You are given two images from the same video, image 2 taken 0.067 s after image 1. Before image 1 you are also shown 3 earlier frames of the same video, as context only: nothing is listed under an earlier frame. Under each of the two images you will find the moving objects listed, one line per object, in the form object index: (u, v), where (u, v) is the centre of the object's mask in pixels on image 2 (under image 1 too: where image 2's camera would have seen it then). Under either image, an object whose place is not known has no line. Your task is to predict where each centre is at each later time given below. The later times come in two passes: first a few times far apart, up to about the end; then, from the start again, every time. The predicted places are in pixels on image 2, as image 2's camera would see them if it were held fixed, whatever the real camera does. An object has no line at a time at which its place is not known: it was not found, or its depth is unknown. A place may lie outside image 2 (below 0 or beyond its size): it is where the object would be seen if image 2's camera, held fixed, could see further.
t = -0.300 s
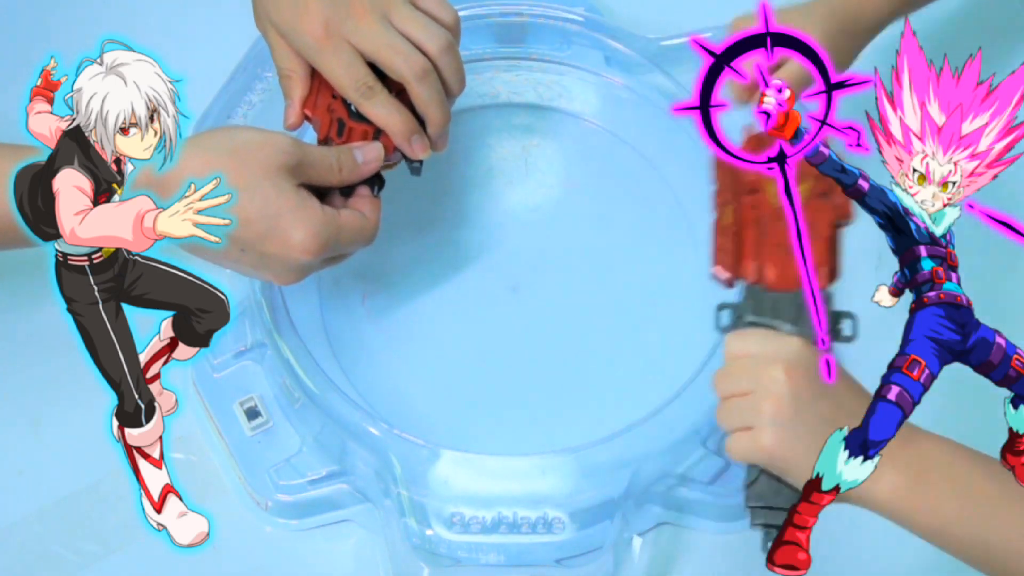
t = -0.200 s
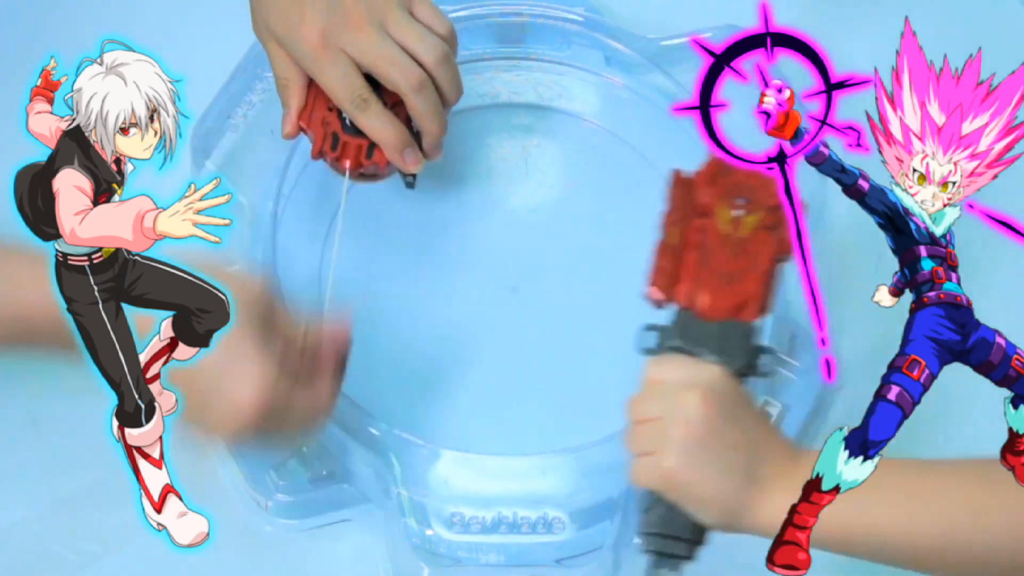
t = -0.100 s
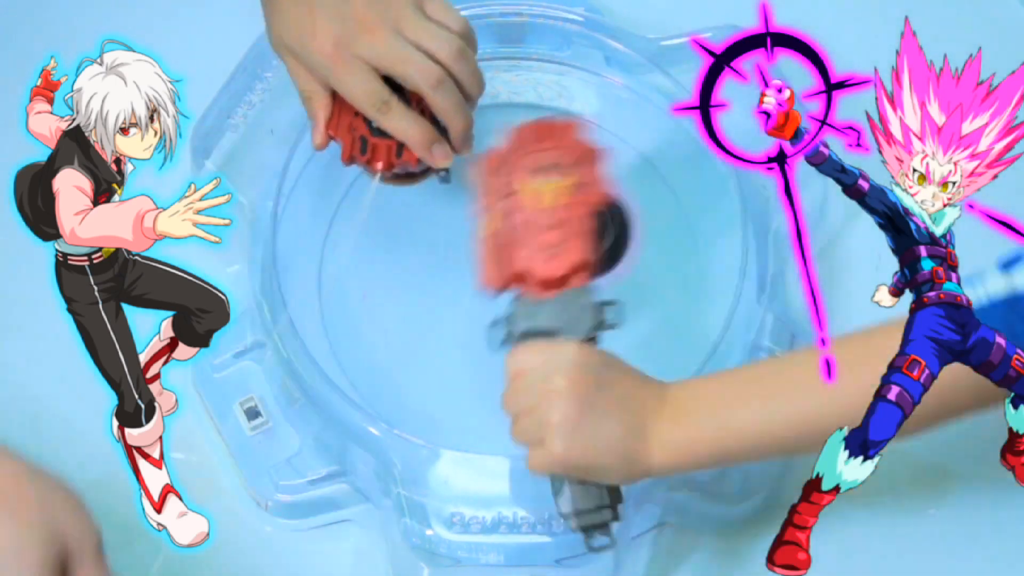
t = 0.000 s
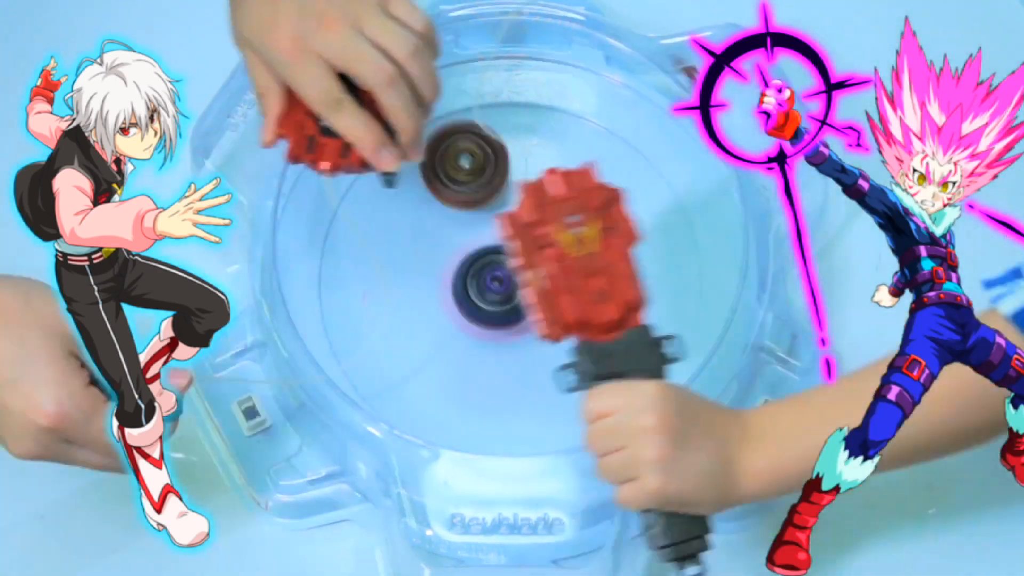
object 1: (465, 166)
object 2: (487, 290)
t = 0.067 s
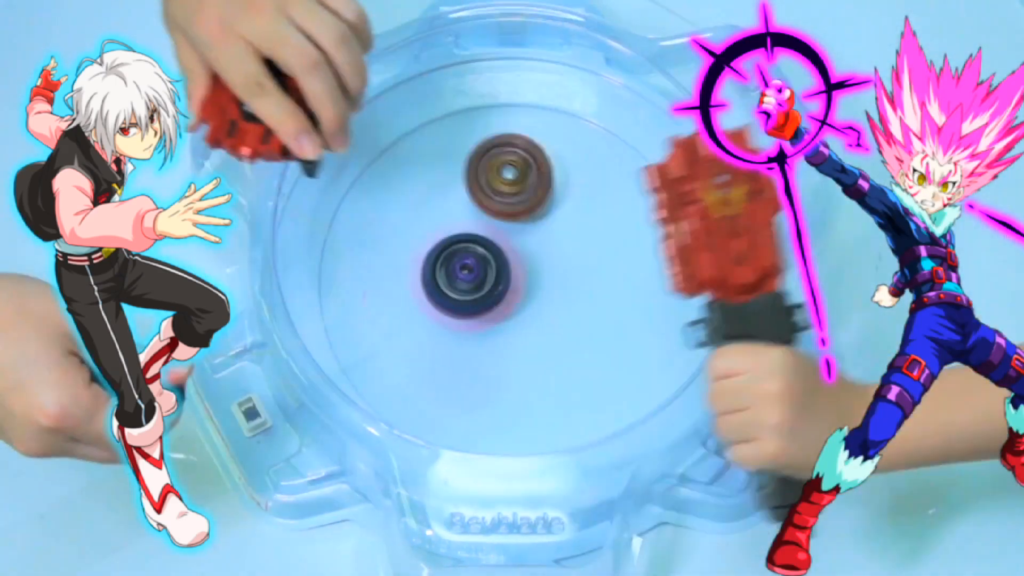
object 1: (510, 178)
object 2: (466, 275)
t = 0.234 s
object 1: (630, 250)
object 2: (448, 281)
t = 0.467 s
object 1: (579, 402)
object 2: (532, 294)
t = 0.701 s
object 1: (363, 370)
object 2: (536, 212)
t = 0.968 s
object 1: (415, 127)
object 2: (436, 264)
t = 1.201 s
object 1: (660, 177)
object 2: (536, 358)
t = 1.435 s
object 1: (616, 380)
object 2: (430, 260)
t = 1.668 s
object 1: (340, 339)
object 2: (340, 253)
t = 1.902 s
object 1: (330, 355)
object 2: (516, 136)
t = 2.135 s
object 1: (393, 260)
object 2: (621, 257)
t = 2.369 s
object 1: (538, 242)
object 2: (555, 361)
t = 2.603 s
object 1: (621, 357)
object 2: (510, 345)
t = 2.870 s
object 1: (522, 423)
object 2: (445, 234)
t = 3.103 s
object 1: (433, 338)
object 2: (387, 242)
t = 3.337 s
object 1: (534, 295)
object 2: (378, 233)
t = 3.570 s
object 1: (614, 296)
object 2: (444, 259)
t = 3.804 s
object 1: (624, 318)
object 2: (521, 246)
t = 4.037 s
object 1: (559, 305)
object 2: (551, 205)
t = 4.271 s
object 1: (498, 274)
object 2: (549, 195)
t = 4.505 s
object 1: (462, 241)
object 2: (549, 205)
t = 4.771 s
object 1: (459, 220)
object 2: (550, 238)
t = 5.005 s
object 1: (494, 207)
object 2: (551, 279)
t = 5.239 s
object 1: (503, 245)
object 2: (543, 323)
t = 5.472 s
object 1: (471, 269)
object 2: (531, 339)
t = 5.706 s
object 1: (434, 275)
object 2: (509, 330)
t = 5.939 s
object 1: (417, 258)
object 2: (497, 307)
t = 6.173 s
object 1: (419, 238)
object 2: (505, 281)
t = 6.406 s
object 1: (431, 231)
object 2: (524, 254)
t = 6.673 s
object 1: (450, 251)
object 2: (545, 236)
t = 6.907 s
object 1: (473, 283)
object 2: (553, 236)
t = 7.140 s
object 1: (481, 318)
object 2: (548, 250)
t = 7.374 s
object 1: (485, 345)
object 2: (533, 269)
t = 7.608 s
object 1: (496, 363)
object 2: (515, 277)
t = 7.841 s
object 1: (514, 363)
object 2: (496, 277)
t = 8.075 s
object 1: (537, 342)
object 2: (483, 270)
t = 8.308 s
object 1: (565, 313)
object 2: (481, 265)
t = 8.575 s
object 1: (584, 276)
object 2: (490, 265)
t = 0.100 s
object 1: (535, 187)
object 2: (452, 279)
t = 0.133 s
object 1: (562, 197)
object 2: (444, 278)
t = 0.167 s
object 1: (588, 211)
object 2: (441, 278)
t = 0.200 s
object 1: (612, 229)
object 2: (443, 278)
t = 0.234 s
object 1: (630, 250)
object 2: (448, 281)
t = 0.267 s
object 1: (643, 272)
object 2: (455, 285)
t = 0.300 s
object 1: (648, 295)
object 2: (466, 290)
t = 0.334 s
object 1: (647, 318)
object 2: (478, 295)
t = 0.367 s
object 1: (640, 342)
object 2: (492, 299)
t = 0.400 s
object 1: (626, 364)
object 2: (507, 300)
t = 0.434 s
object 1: (605, 385)
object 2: (520, 299)
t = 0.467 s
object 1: (579, 402)
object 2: (532, 294)
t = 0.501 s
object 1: (549, 413)
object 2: (542, 286)
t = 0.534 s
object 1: (517, 419)
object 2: (550, 275)
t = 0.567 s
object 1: (484, 420)
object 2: (555, 264)
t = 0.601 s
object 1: (452, 415)
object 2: (556, 250)
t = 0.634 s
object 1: (418, 410)
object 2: (553, 237)
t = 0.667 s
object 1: (393, 389)
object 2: (547, 224)
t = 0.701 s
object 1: (363, 370)
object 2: (536, 212)
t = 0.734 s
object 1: (348, 340)
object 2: (522, 203)
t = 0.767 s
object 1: (336, 309)
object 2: (507, 199)
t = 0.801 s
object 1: (329, 276)
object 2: (490, 197)
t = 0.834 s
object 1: (332, 243)
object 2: (472, 201)
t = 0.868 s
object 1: (343, 209)
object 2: (458, 209)
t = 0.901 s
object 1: (358, 178)
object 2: (445, 222)
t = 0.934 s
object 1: (383, 151)
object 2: (438, 242)
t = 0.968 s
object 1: (415, 127)
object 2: (436, 264)
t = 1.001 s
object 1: (450, 111)
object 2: (439, 287)
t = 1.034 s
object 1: (489, 104)
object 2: (446, 308)
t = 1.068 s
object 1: (529, 103)
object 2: (459, 326)
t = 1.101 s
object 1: (568, 111)
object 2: (474, 340)
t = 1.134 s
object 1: (605, 127)
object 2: (492, 351)
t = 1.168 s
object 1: (635, 149)
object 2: (513, 357)
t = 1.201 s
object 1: (660, 177)
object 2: (536, 358)
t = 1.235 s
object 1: (679, 209)
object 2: (559, 353)
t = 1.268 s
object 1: (689, 245)
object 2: (583, 343)
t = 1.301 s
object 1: (691, 284)
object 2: (603, 328)
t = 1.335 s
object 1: (723, 308)
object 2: (565, 313)
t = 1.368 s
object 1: (691, 325)
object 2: (516, 296)
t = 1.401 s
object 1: (657, 352)
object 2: (471, 277)
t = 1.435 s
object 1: (616, 380)
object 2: (430, 260)
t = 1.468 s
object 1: (573, 393)
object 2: (394, 244)
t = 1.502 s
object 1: (530, 402)
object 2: (362, 235)
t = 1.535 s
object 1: (487, 403)
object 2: (338, 229)
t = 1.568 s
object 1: (443, 397)
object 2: (330, 230)
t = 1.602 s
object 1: (404, 382)
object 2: (329, 236)
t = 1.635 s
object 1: (371, 361)
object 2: (331, 243)
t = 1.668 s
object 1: (340, 339)
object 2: (340, 253)
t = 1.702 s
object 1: (332, 344)
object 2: (355, 221)
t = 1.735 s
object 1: (328, 354)
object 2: (375, 192)
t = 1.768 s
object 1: (327, 361)
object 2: (400, 169)
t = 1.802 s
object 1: (328, 364)
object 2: (428, 151)
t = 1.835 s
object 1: (328, 364)
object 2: (458, 140)
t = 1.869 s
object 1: (329, 361)
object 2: (487, 135)
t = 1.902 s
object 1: (330, 355)
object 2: (516, 136)
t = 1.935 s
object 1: (332, 347)
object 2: (542, 142)
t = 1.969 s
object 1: (335, 337)
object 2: (566, 154)
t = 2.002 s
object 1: (341, 325)
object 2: (585, 170)
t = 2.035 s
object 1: (349, 312)
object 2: (600, 190)
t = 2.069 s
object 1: (361, 295)
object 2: (611, 211)
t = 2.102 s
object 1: (375, 277)
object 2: (618, 234)
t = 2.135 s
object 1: (393, 260)
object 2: (621, 257)
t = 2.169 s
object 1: (414, 245)
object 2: (620, 279)
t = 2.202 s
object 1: (436, 233)
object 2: (615, 300)
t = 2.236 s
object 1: (458, 226)
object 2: (607, 318)
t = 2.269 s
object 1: (479, 223)
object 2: (596, 333)
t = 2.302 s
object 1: (501, 226)
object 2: (582, 345)
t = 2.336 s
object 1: (520, 232)
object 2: (568, 354)
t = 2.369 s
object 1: (538, 242)
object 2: (555, 361)
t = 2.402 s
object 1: (555, 255)
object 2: (543, 364)
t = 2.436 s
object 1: (571, 270)
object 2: (534, 366)
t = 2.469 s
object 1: (584, 288)
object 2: (528, 364)
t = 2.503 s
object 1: (597, 305)
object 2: (521, 362)
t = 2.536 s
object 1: (610, 321)
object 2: (515, 360)
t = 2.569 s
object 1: (618, 338)
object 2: (512, 354)
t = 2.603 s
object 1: (621, 357)
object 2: (510, 345)
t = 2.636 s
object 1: (621, 374)
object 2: (509, 333)
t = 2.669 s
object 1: (615, 388)
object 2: (507, 319)
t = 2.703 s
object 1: (605, 399)
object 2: (502, 302)
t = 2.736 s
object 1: (591, 409)
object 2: (495, 286)
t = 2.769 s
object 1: (579, 424)
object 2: (485, 270)
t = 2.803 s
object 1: (558, 421)
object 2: (473, 255)
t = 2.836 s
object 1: (540, 423)
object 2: (459, 243)
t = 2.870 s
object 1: (522, 423)
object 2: (445, 234)
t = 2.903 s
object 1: (504, 421)
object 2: (431, 229)
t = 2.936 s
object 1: (486, 416)
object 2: (419, 226)
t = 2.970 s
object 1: (470, 407)
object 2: (407, 226)
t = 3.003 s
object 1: (455, 393)
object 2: (399, 228)
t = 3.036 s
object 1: (444, 376)
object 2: (392, 231)
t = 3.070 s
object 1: (437, 357)
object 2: (389, 236)
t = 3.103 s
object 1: (433, 338)
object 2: (387, 242)
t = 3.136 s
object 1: (435, 321)
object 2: (386, 244)
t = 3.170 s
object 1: (451, 319)
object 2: (378, 234)
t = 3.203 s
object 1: (469, 314)
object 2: (373, 227)
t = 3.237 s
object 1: (487, 309)
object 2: (371, 225)
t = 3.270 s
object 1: (504, 304)
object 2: (371, 226)
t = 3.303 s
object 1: (519, 299)
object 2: (374, 229)
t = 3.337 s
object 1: (534, 295)
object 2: (378, 233)
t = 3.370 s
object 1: (548, 293)
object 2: (385, 238)
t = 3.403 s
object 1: (561, 291)
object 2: (393, 243)
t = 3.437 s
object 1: (573, 291)
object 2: (402, 248)
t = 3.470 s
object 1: (585, 291)
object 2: (412, 252)
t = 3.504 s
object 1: (596, 292)
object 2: (422, 255)
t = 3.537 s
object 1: (606, 294)
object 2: (433, 257)
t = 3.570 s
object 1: (614, 296)
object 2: (444, 259)
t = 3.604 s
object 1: (621, 299)
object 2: (455, 260)
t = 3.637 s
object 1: (625, 302)
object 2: (465, 261)
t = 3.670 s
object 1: (629, 305)
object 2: (477, 260)
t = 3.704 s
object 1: (630, 308)
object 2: (488, 259)
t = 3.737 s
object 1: (630, 312)
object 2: (500, 256)
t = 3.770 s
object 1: (628, 315)
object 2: (511, 252)
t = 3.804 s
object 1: (624, 318)
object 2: (521, 246)
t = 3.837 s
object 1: (618, 321)
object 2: (529, 240)
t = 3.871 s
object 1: (610, 321)
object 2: (536, 233)
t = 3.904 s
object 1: (602, 321)
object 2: (542, 226)
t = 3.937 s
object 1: (593, 318)
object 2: (545, 219)
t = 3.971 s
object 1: (583, 315)
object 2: (549, 214)
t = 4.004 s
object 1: (571, 311)
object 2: (550, 209)
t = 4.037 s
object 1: (559, 305)
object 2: (551, 205)
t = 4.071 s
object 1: (548, 299)
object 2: (551, 203)
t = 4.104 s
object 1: (538, 292)
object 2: (550, 202)
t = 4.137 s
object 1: (528, 286)
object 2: (550, 201)
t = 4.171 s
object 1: (519, 284)
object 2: (549, 197)
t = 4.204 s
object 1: (511, 282)
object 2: (550, 195)
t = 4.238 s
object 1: (504, 278)
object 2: (549, 195)
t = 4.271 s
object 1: (498, 274)
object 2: (549, 195)
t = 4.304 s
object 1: (494, 268)
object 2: (549, 197)
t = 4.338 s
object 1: (488, 265)
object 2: (549, 197)
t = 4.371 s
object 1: (481, 261)
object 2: (550, 197)
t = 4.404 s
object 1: (475, 256)
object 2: (549, 198)
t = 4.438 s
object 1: (471, 251)
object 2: (548, 200)
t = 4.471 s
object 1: (467, 246)
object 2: (549, 202)
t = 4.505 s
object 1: (462, 241)
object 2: (549, 205)
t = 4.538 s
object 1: (459, 237)
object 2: (549, 207)
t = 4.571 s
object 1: (457, 233)
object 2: (549, 210)
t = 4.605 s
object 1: (456, 230)
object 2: (548, 214)
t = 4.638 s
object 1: (454, 227)
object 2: (549, 218)
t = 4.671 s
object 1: (455, 224)
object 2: (549, 223)
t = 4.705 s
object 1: (455, 223)
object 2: (549, 227)
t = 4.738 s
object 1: (457, 222)
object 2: (549, 232)
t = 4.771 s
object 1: (459, 220)
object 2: (550, 238)
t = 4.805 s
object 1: (461, 216)
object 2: (551, 243)
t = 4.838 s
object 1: (466, 214)
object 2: (551, 249)
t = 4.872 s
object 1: (470, 210)
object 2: (552, 254)
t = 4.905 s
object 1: (477, 207)
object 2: (552, 260)
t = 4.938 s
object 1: (485, 206)
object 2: (552, 266)
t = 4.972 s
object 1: (490, 205)
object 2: (552, 273)
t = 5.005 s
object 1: (494, 207)
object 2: (551, 279)
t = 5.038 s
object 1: (498, 211)
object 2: (550, 286)
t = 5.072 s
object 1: (499, 216)
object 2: (549, 293)
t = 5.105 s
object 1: (502, 222)
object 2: (547, 299)
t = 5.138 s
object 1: (504, 229)
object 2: (546, 307)
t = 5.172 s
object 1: (503, 235)
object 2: (545, 313)
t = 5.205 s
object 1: (503, 239)
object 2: (544, 318)
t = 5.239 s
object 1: (503, 245)
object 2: (543, 323)
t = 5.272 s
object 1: (501, 249)
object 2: (542, 326)
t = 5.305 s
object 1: (499, 252)
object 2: (542, 330)
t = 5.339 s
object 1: (494, 256)
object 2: (540, 332)
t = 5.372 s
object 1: (489, 260)
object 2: (538, 335)
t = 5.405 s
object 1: (484, 265)
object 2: (535, 336)
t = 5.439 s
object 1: (477, 267)
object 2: (533, 337)
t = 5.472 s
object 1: (471, 269)
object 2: (531, 339)
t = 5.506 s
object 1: (464, 272)
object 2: (528, 339)
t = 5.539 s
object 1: (458, 273)
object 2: (525, 338)
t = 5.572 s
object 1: (452, 275)
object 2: (522, 337)
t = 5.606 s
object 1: (446, 275)
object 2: (518, 336)
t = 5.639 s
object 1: (442, 276)
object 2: (514, 334)
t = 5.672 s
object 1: (438, 277)
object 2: (511, 332)
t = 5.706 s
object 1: (434, 275)
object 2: (509, 330)
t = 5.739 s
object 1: (429, 274)
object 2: (507, 328)
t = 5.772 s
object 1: (425, 272)
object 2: (504, 324)
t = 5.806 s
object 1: (423, 270)
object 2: (501, 321)
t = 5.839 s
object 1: (420, 267)
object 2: (499, 317)
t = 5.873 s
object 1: (419, 265)
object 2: (498, 314)
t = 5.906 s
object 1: (416, 261)
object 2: (497, 311)
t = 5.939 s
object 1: (417, 258)
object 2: (497, 307)
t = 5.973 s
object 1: (416, 256)
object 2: (497, 304)
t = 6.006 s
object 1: (416, 252)
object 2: (498, 301)
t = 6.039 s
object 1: (416, 249)
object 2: (498, 296)
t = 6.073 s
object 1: (417, 246)
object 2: (499, 292)
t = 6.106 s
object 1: (417, 243)
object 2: (501, 288)
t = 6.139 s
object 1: (418, 240)
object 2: (503, 285)
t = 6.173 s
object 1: (419, 238)
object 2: (505, 281)
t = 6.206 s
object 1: (421, 236)
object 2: (506, 277)
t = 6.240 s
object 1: (422, 235)
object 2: (509, 273)
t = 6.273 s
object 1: (423, 233)
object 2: (512, 269)
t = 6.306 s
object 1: (424, 232)
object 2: (515, 265)
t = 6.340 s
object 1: (427, 231)
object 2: (517, 261)
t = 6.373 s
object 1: (428, 231)
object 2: (520, 258)
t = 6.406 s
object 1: (431, 231)
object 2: (524, 254)
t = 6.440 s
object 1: (432, 231)
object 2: (527, 251)
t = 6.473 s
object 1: (435, 232)
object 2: (530, 248)
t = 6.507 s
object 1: (437, 233)
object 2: (532, 246)
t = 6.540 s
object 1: (440, 236)
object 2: (535, 243)
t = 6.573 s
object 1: (442, 238)
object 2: (538, 240)
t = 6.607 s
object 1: (445, 243)
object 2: (540, 239)
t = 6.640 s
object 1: (448, 246)
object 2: (543, 237)
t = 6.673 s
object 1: (450, 251)
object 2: (545, 236)
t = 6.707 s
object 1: (453, 255)
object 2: (547, 235)
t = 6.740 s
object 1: (455, 259)
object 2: (549, 234)
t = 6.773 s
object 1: (459, 263)
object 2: (550, 234)
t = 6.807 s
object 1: (462, 268)
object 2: (551, 235)
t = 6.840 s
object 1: (466, 273)
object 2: (552, 236)
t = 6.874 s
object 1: (470, 277)
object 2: (552, 236)
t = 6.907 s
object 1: (473, 283)
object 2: (553, 236)
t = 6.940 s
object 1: (476, 288)
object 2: (553, 237)
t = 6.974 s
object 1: (476, 293)
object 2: (553, 238)
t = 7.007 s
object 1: (478, 299)
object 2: (553, 240)
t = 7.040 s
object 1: (478, 304)
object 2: (552, 242)
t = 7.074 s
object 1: (479, 309)
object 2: (551, 245)
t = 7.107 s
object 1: (480, 314)
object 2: (550, 248)
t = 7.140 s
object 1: (481, 318)
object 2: (548, 250)
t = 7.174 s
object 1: (483, 322)
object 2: (546, 254)
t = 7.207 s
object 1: (484, 326)
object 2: (544, 257)
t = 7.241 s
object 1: (485, 331)
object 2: (542, 260)
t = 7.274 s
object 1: (485, 334)
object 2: (539, 262)
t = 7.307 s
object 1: (485, 339)
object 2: (537, 264)
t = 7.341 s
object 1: (485, 342)
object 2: (535, 267)
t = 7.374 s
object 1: (485, 345)
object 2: (533, 269)
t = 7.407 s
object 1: (485, 348)
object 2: (531, 271)
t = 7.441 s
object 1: (487, 351)
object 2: (528, 273)
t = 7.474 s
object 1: (488, 354)
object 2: (526, 274)
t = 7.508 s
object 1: (490, 357)
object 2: (523, 275)
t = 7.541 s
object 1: (492, 359)
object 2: (521, 276)
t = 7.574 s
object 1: (493, 361)
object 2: (518, 276)
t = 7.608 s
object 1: (496, 363)
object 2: (515, 277)
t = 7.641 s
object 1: (498, 364)
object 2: (513, 277)
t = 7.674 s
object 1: (500, 365)
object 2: (510, 277)
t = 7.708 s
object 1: (503, 366)
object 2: (507, 278)
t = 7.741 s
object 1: (505, 366)
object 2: (504, 278)
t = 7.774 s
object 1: (507, 365)
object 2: (501, 278)
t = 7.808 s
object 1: (511, 365)
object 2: (499, 277)
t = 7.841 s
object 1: (514, 363)
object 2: (496, 277)
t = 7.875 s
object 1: (516, 361)
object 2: (494, 275)
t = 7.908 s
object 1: (520, 360)
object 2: (491, 274)
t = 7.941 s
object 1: (523, 358)
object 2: (490, 273)
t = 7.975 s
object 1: (526, 355)
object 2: (488, 273)
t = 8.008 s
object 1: (529, 352)
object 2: (486, 272)
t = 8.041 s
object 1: (533, 347)
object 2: (485, 271)
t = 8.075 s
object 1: (537, 342)
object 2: (483, 270)
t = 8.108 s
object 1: (541, 338)
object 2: (481, 268)
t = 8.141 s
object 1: (547, 335)
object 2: (479, 267)
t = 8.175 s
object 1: (551, 330)
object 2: (479, 267)
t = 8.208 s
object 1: (554, 326)
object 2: (479, 266)
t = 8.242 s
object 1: (558, 322)
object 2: (479, 265)
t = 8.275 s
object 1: (562, 317)
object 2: (480, 265)
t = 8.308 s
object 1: (565, 313)
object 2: (481, 265)
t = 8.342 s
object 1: (567, 308)
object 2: (482, 265)
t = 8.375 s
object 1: (570, 304)
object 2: (483, 265)
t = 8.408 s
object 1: (573, 299)
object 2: (484, 265)
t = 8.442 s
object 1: (575, 294)
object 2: (485, 265)
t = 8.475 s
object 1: (578, 290)
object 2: (486, 265)
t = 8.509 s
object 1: (581, 286)
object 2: (488, 265)
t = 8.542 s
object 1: (583, 281)
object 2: (489, 265)
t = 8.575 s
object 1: (584, 276)
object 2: (490, 265)
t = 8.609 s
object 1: (586, 272)
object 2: (491, 265)
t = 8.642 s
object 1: (589, 268)
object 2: (493, 266)
